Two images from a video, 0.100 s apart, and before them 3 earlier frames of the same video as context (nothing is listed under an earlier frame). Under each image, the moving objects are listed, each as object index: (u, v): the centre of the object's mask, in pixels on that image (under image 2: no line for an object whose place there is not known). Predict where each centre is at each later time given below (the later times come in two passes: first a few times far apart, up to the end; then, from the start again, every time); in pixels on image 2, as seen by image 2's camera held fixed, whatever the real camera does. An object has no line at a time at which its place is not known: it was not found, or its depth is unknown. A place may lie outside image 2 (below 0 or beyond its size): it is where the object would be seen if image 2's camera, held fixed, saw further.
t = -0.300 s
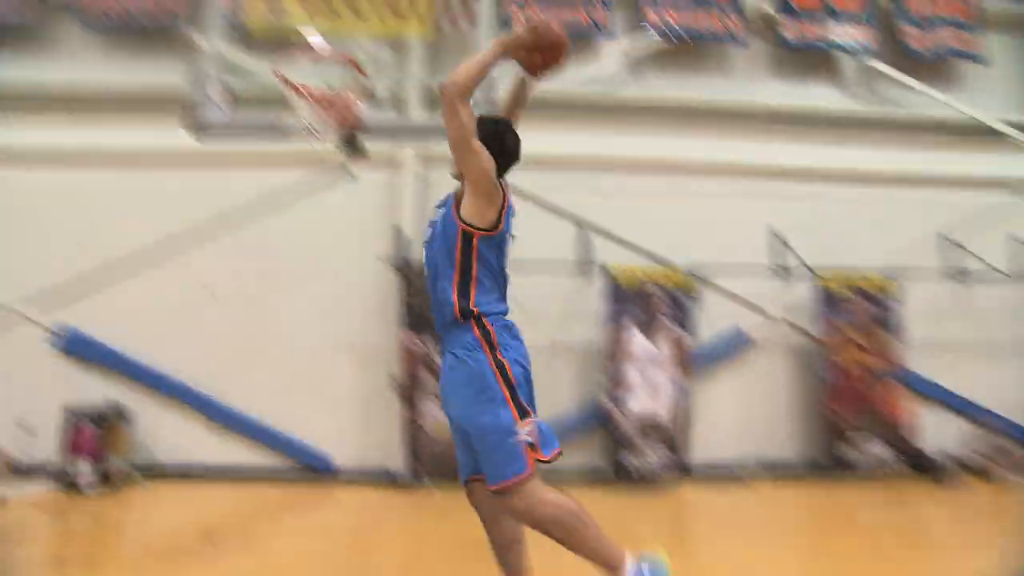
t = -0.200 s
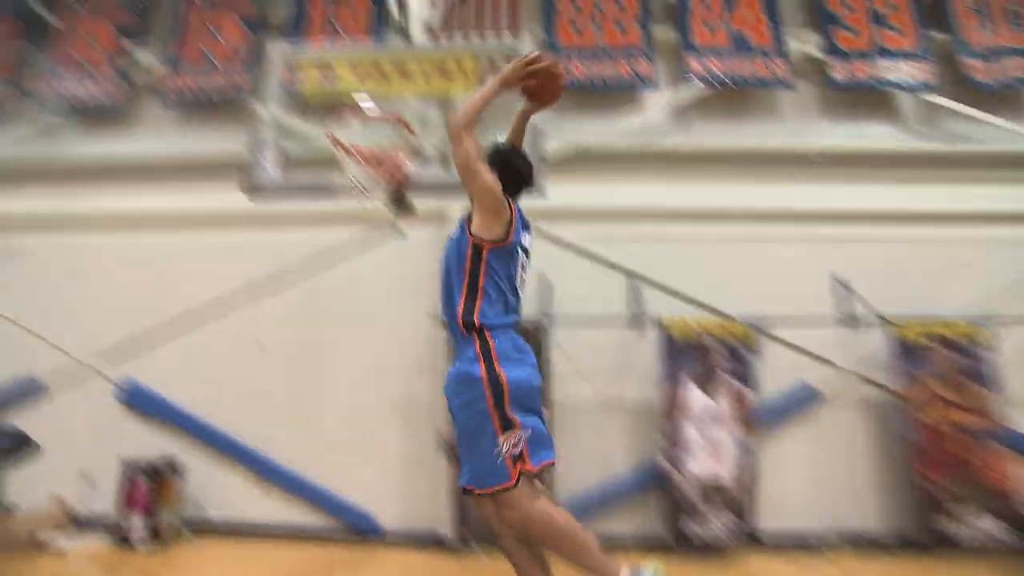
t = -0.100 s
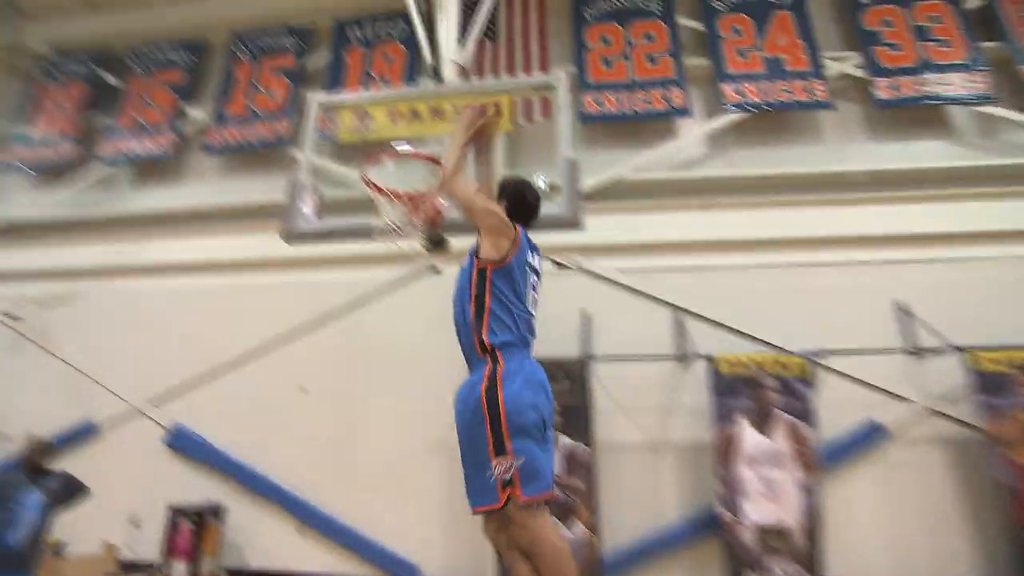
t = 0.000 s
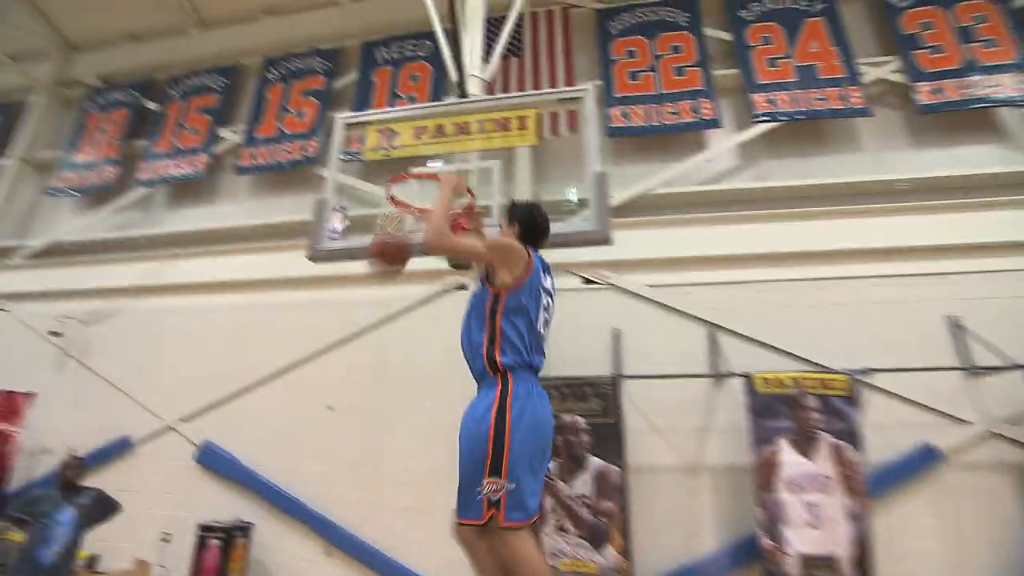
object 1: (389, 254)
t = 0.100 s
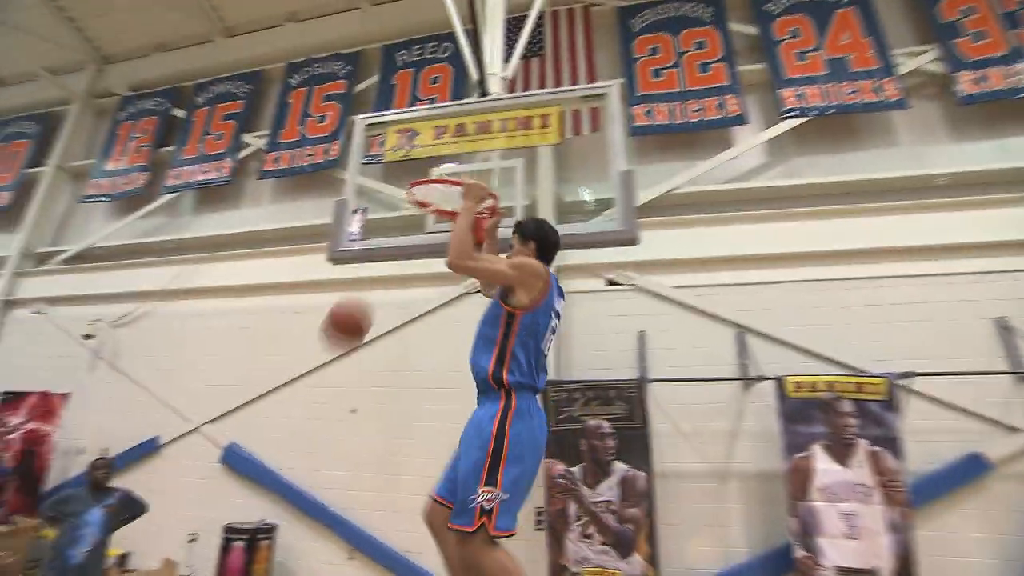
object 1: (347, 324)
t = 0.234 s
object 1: (256, 446)
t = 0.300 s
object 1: (200, 529)
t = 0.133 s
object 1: (326, 349)
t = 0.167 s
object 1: (302, 383)
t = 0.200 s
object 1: (278, 415)
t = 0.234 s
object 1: (256, 446)
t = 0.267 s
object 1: (225, 491)
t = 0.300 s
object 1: (200, 529)
